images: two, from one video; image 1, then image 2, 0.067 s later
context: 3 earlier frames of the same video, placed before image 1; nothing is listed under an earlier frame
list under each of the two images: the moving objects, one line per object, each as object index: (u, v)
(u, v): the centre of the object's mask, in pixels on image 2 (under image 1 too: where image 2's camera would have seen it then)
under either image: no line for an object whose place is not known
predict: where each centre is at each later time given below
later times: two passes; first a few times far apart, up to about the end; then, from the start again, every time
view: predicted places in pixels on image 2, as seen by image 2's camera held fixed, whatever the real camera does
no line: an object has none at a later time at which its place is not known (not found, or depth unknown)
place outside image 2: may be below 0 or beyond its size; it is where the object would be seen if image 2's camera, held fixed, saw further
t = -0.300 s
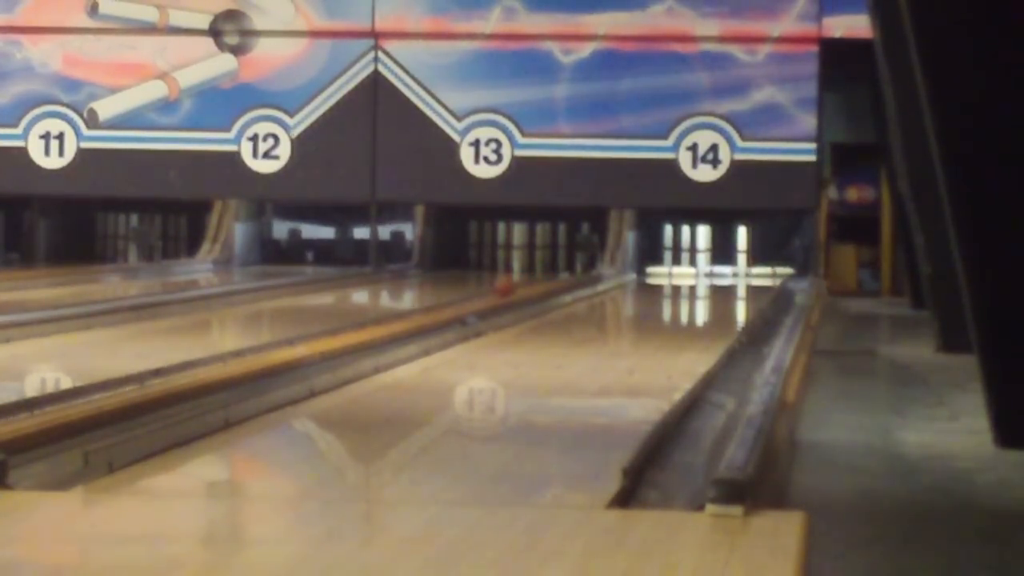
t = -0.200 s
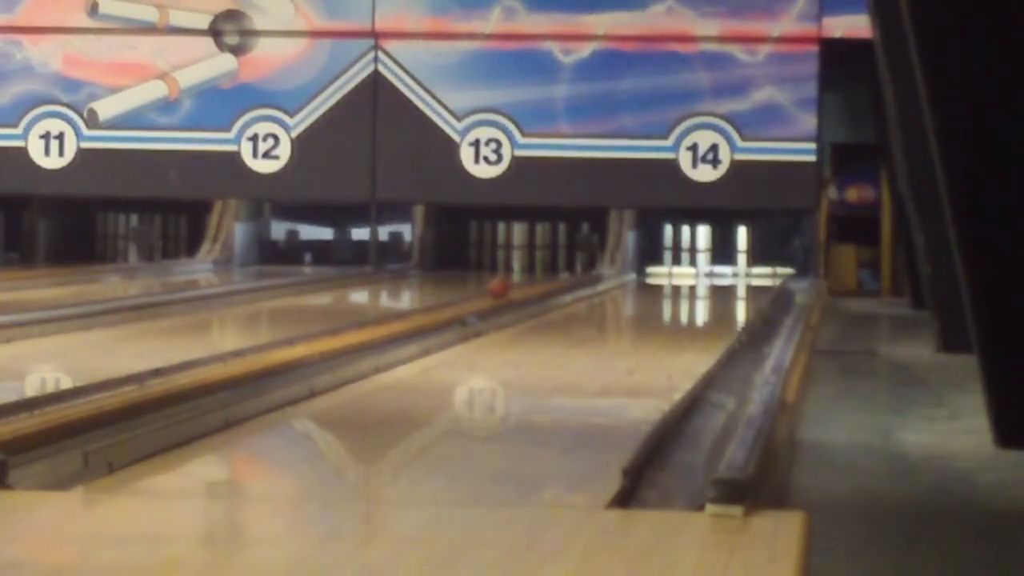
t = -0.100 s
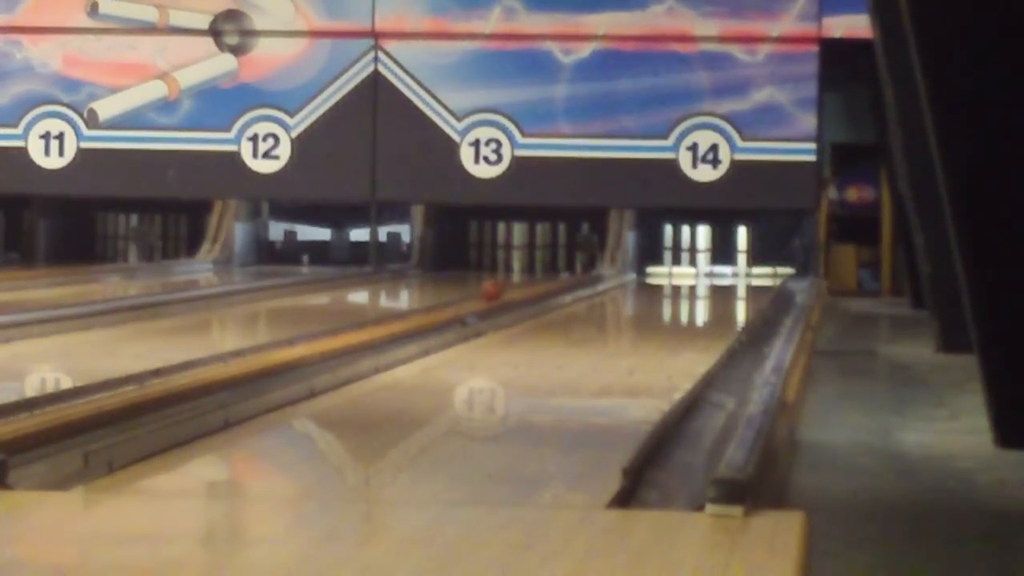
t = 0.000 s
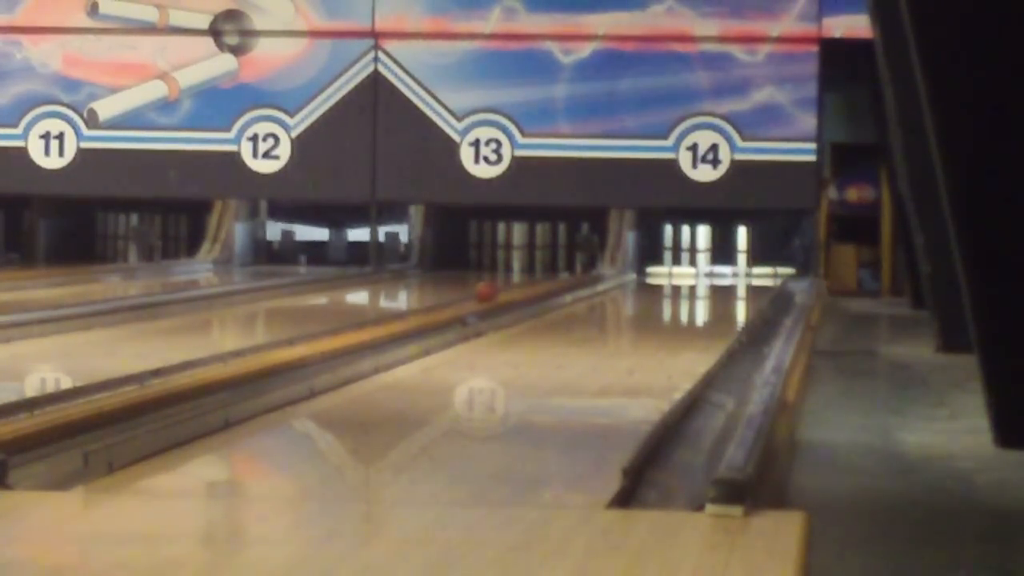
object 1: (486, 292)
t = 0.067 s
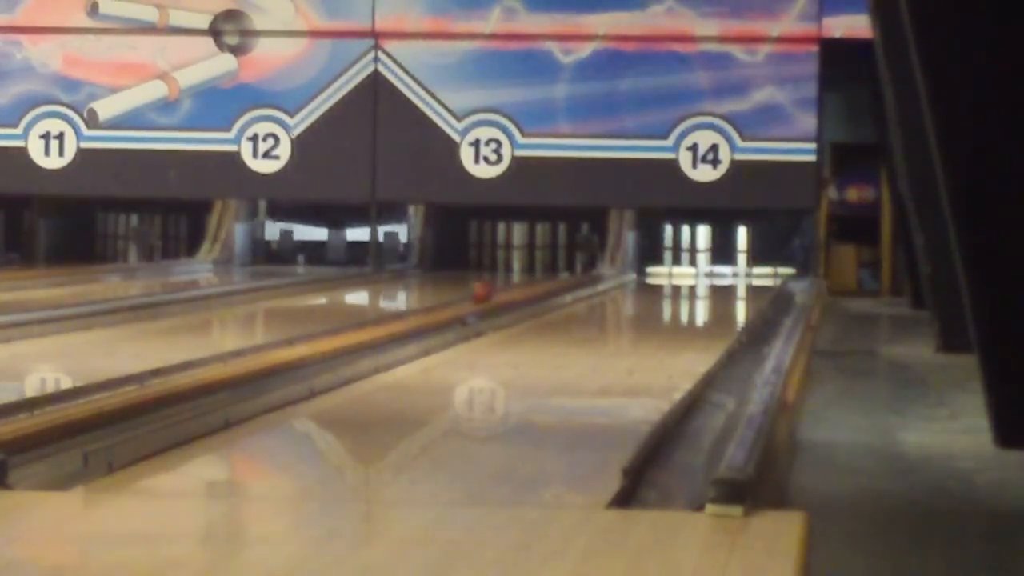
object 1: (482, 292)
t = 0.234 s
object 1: (469, 295)
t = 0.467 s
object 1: (452, 300)
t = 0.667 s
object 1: (435, 304)
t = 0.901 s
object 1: (415, 308)
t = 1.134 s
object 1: (391, 314)
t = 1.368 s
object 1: (367, 320)
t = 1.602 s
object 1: (339, 326)
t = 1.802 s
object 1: (313, 333)
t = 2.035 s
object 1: (279, 341)
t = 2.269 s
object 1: (240, 350)
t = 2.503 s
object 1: (196, 360)
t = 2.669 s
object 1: (161, 368)
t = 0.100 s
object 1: (479, 293)
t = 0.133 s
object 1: (476, 293)
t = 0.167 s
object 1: (474, 294)
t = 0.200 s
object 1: (472, 294)
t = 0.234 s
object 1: (469, 295)
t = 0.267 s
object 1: (468, 295)
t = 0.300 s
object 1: (464, 296)
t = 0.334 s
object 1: (461, 298)
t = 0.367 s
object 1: (460, 299)
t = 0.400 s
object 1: (457, 299)
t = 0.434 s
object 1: (454, 299)
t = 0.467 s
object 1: (452, 300)
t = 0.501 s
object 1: (449, 300)
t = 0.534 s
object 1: (447, 300)
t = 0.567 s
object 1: (445, 301)
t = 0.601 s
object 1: (441, 303)
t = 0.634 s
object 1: (439, 303)
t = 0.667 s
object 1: (435, 304)
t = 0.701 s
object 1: (432, 305)
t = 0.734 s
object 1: (429, 305)
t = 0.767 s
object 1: (427, 306)
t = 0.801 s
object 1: (424, 306)
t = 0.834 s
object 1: (420, 307)
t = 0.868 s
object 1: (418, 308)
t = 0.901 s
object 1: (415, 308)
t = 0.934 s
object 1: (411, 309)
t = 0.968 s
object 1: (408, 310)
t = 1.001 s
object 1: (405, 310)
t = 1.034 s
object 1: (401, 311)
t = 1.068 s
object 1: (398, 312)
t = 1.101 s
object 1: (394, 312)
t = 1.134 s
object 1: (391, 314)
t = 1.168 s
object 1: (388, 314)
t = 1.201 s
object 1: (385, 315)
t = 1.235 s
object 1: (381, 316)
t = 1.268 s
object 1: (377, 317)
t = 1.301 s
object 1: (373, 318)
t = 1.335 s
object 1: (370, 319)
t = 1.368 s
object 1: (367, 320)
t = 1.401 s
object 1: (364, 320)
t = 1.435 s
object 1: (359, 321)
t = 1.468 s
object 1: (356, 322)
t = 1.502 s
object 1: (351, 323)
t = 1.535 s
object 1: (348, 324)
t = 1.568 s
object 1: (344, 325)
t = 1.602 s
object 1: (339, 326)
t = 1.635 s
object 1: (335, 327)
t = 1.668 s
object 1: (331, 329)
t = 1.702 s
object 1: (327, 330)
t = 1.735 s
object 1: (322, 331)
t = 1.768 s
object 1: (318, 331)
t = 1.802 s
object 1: (313, 333)
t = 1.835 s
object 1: (309, 334)
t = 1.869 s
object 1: (304, 336)
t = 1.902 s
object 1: (299, 336)
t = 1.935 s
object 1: (294, 337)
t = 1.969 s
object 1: (289, 338)
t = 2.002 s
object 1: (283, 340)
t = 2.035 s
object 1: (279, 341)
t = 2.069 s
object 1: (274, 344)
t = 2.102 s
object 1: (268, 345)
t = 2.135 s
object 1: (263, 346)
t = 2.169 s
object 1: (258, 347)
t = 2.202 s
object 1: (252, 348)
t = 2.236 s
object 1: (247, 349)
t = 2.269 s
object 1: (240, 350)
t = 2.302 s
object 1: (235, 351)
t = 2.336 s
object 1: (228, 353)
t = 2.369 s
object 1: (222, 355)
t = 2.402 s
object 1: (216, 355)
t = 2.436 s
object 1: (210, 357)
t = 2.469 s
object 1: (203, 358)
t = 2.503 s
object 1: (196, 360)
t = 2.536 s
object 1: (189, 361)
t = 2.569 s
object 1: (182, 363)
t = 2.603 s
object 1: (176, 364)
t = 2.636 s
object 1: (169, 366)
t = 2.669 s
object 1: (161, 368)
